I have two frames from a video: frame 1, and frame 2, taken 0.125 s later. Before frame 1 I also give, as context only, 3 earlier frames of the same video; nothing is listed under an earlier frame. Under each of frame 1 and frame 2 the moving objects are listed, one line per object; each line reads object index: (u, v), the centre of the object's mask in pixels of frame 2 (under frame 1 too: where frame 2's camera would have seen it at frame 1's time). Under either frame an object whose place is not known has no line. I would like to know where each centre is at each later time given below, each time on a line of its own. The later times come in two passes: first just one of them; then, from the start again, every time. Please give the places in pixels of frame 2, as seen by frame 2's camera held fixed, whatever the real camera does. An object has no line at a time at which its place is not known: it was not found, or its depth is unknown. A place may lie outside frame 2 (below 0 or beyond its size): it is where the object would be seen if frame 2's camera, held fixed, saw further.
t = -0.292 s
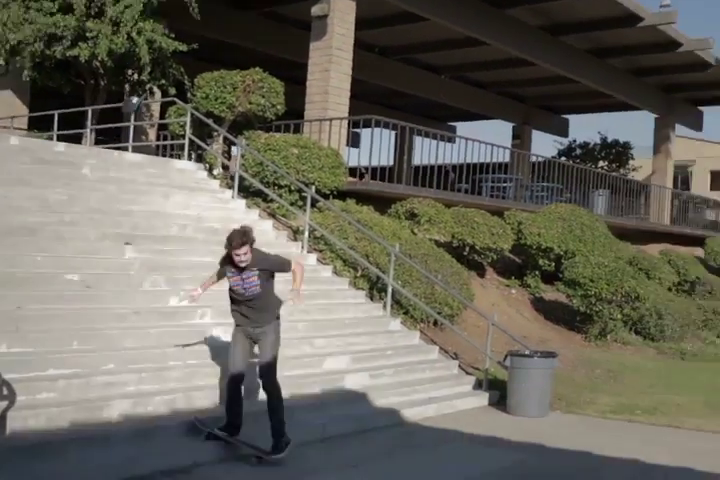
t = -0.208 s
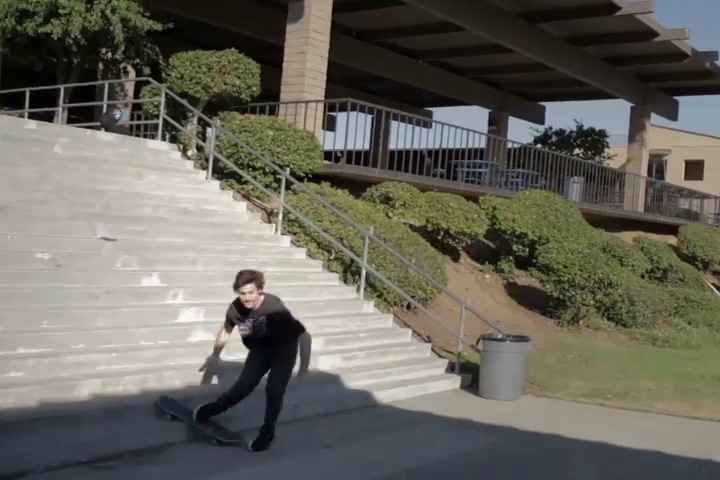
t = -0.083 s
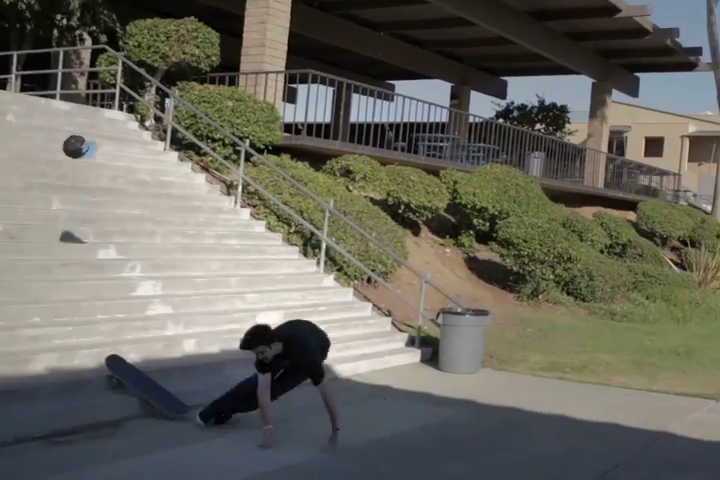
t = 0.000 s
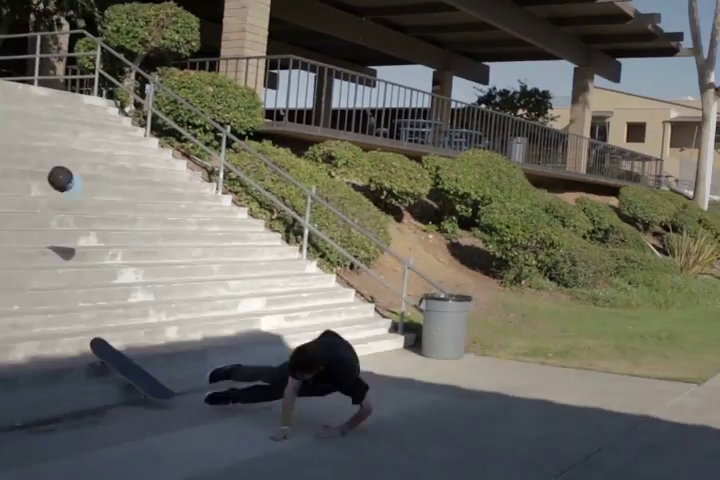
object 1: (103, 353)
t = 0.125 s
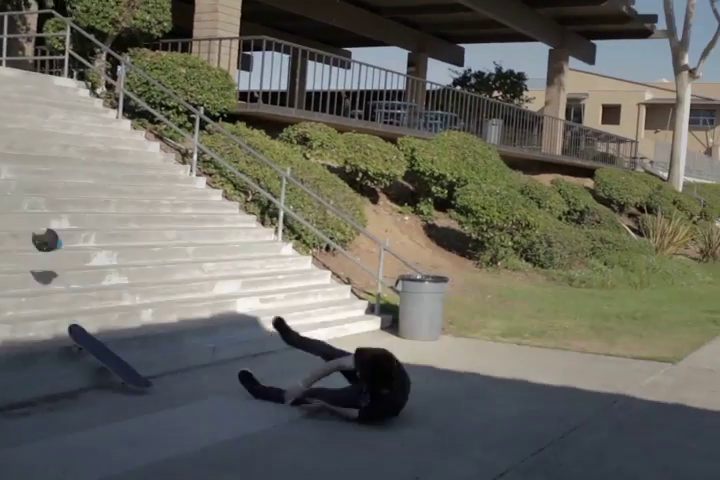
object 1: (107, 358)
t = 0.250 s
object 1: (108, 367)
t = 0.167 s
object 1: (109, 363)
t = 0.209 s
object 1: (109, 366)
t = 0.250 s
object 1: (108, 367)
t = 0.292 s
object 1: (111, 368)
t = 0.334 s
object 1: (114, 369)
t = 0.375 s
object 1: (115, 369)
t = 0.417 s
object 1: (119, 371)
